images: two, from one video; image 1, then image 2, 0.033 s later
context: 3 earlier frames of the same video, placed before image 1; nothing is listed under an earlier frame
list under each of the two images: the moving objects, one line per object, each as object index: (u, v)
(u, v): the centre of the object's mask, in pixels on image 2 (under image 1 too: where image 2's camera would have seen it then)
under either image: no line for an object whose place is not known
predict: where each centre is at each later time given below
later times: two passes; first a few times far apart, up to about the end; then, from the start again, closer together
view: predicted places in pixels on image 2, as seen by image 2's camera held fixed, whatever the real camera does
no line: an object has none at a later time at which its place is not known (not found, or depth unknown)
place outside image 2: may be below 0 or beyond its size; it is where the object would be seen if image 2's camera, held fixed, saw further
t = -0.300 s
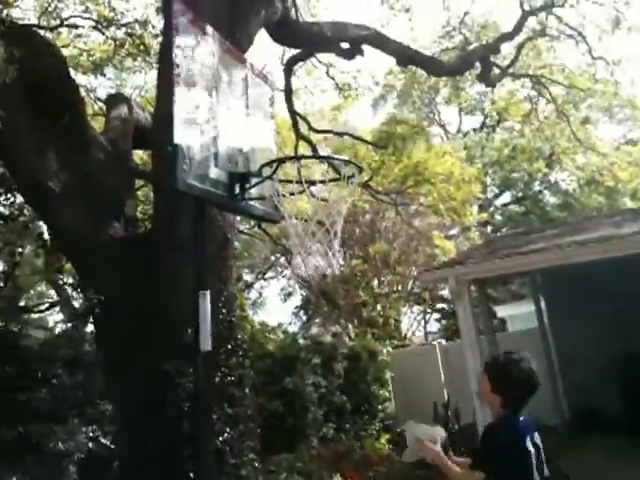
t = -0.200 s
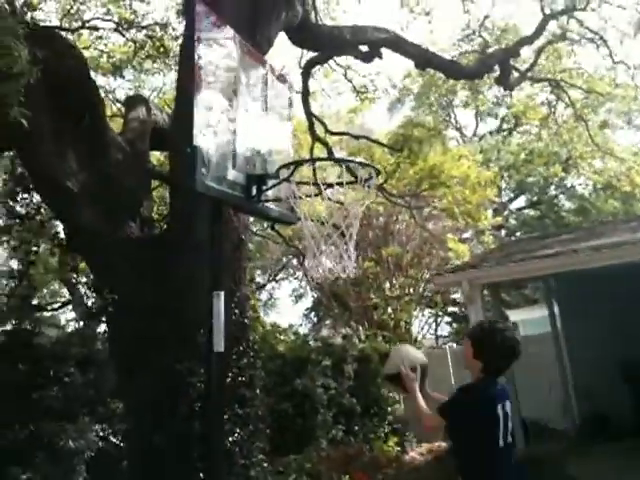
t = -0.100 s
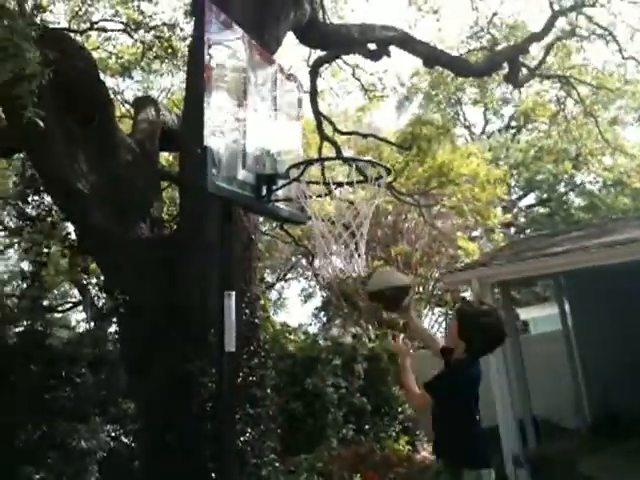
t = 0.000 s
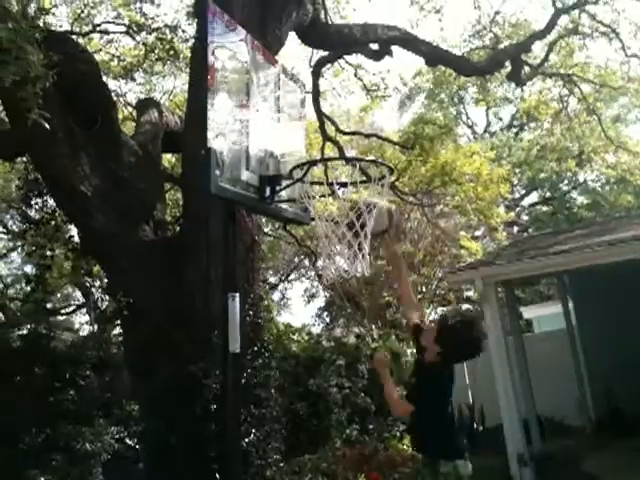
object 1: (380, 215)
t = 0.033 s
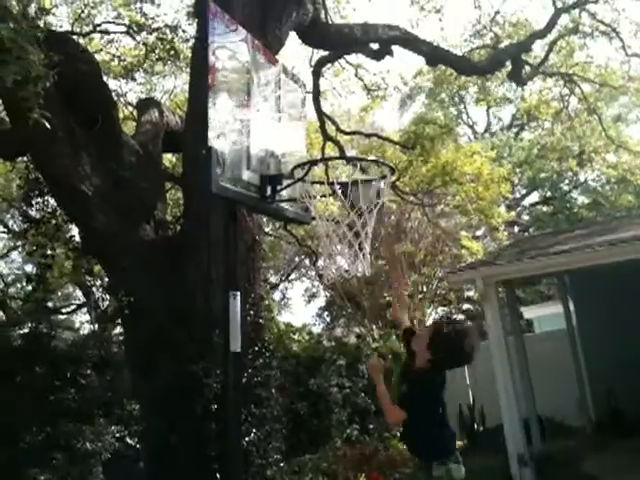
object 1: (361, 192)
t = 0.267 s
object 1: (320, 104)
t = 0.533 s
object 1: (313, 106)
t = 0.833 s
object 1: (370, 209)
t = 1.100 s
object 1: (344, 280)
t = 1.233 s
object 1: (331, 341)
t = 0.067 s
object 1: (356, 179)
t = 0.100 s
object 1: (351, 162)
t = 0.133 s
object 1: (343, 144)
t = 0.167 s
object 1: (338, 132)
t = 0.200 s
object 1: (332, 121)
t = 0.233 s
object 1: (326, 112)
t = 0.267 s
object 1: (320, 104)
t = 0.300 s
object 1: (315, 100)
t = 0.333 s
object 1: (310, 96)
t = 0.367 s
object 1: (308, 92)
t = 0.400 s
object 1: (309, 90)
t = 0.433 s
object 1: (310, 91)
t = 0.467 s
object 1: (310, 92)
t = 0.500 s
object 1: (312, 98)
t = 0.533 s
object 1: (313, 106)
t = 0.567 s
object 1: (315, 117)
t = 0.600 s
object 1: (318, 130)
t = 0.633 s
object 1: (319, 143)
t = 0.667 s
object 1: (325, 156)
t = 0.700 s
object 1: (343, 166)
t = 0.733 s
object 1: (359, 176)
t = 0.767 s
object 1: (366, 185)
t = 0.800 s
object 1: (373, 193)
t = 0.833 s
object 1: (370, 209)
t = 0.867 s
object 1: (371, 218)
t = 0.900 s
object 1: (368, 227)
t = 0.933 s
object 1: (363, 234)
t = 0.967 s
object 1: (360, 240)
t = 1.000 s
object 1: (354, 245)
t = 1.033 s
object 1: (349, 254)
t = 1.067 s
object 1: (349, 268)
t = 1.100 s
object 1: (344, 280)
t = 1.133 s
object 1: (338, 286)
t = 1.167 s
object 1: (334, 302)
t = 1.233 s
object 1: (331, 341)
